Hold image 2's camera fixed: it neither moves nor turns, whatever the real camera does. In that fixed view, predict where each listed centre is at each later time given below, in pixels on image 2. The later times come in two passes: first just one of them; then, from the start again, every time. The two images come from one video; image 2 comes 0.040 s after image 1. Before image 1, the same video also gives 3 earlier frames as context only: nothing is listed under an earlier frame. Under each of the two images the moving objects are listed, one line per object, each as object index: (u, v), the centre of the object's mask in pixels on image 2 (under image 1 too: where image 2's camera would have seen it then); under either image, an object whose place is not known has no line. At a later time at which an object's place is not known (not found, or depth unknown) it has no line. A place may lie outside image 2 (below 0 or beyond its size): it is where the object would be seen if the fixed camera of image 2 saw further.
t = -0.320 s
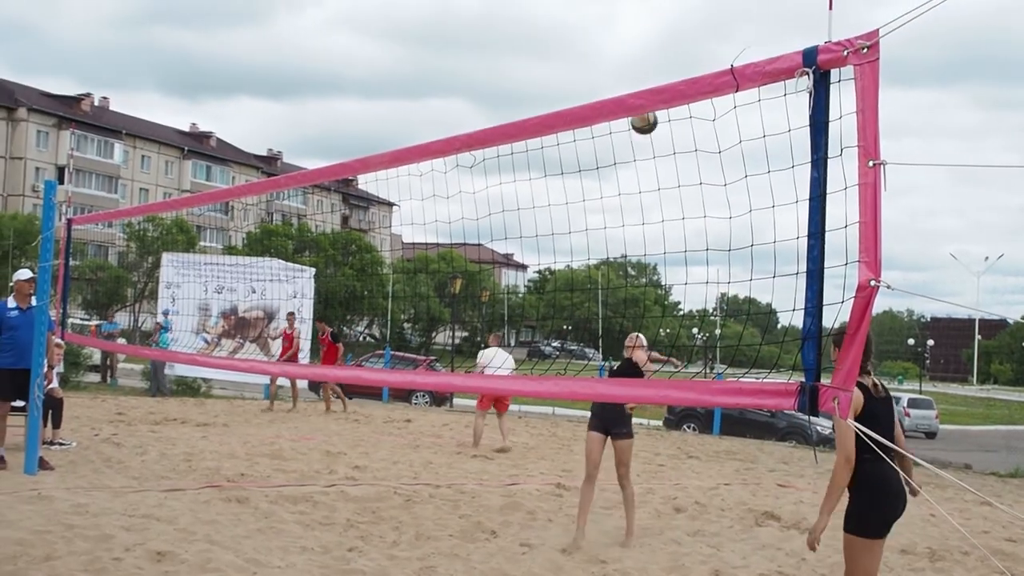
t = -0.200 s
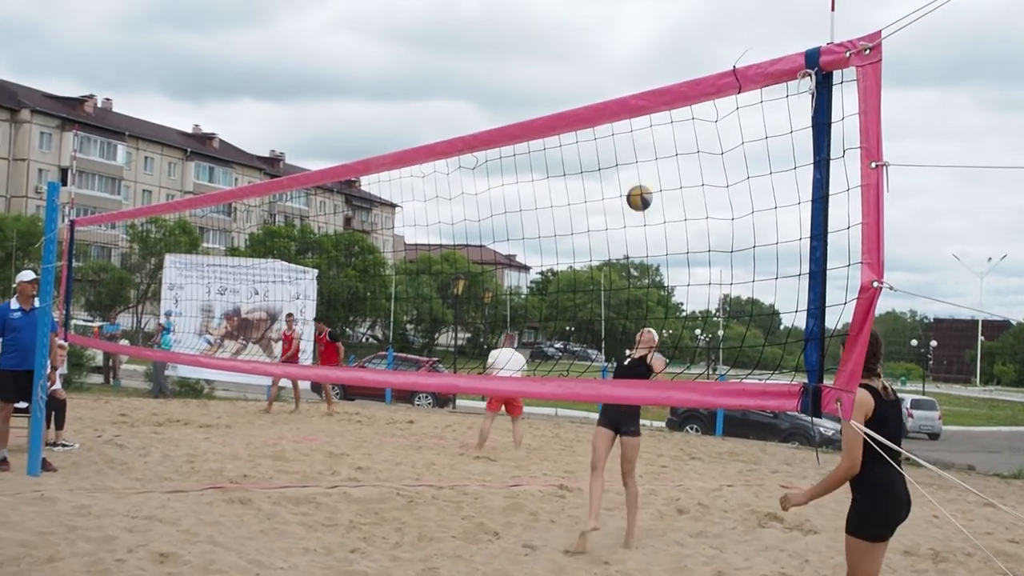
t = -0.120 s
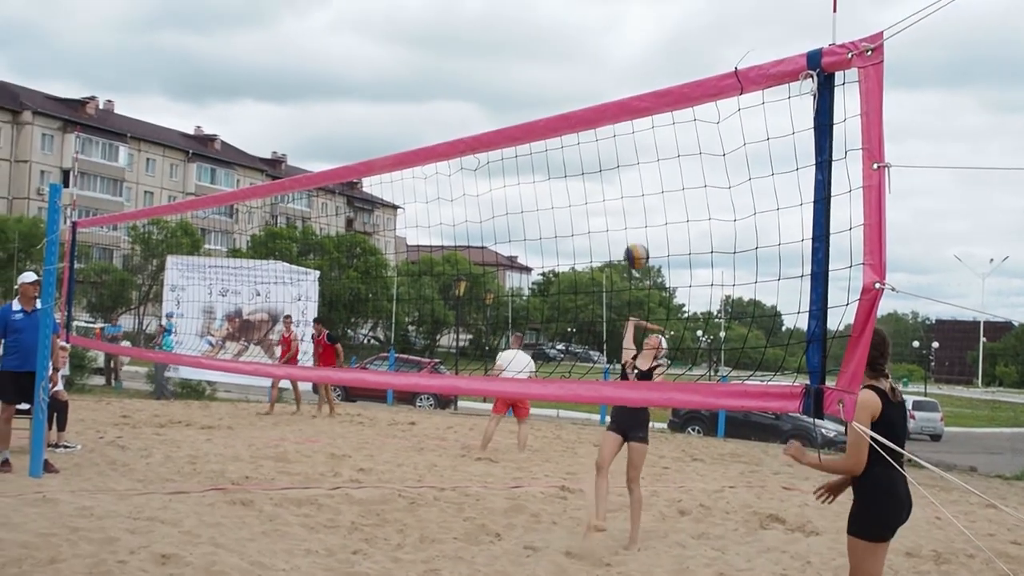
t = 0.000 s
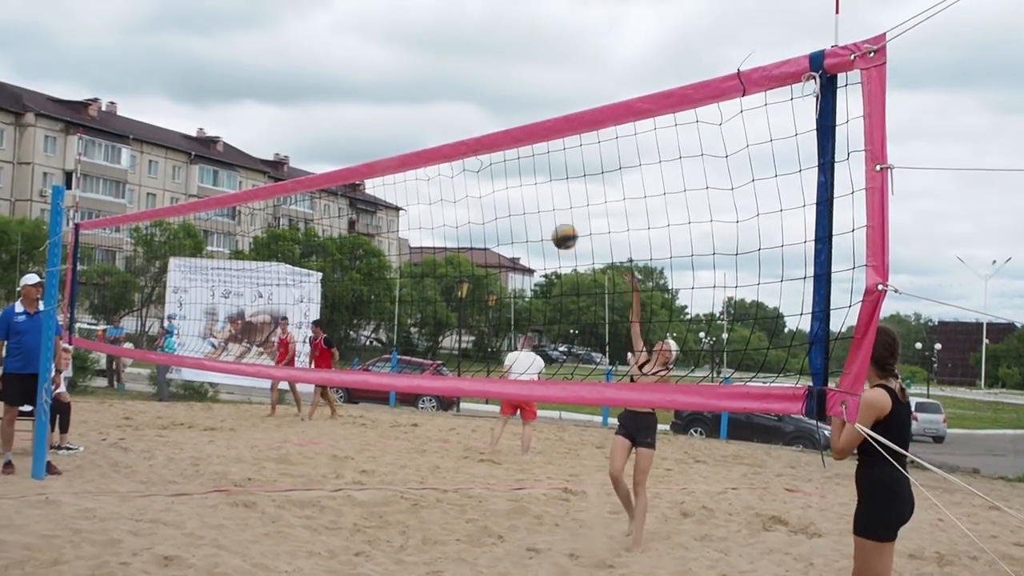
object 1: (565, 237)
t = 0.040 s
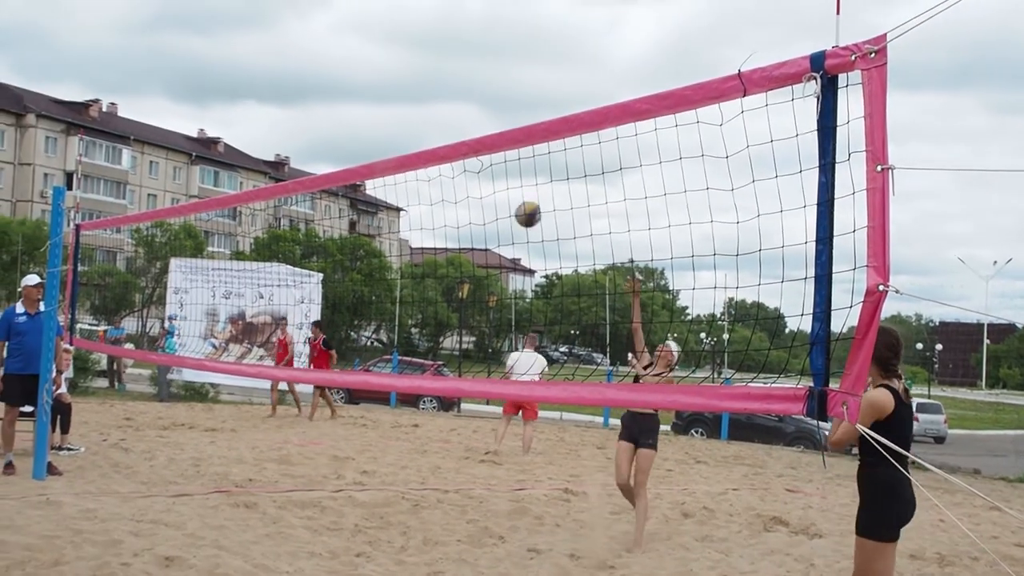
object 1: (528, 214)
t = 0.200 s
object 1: (366, 137)
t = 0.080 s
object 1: (489, 192)
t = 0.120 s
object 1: (450, 174)
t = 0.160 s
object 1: (407, 148)
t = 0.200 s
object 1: (366, 137)
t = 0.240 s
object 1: (322, 123)
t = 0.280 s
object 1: (277, 110)
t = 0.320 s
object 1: (231, 100)
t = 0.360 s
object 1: (183, 91)
